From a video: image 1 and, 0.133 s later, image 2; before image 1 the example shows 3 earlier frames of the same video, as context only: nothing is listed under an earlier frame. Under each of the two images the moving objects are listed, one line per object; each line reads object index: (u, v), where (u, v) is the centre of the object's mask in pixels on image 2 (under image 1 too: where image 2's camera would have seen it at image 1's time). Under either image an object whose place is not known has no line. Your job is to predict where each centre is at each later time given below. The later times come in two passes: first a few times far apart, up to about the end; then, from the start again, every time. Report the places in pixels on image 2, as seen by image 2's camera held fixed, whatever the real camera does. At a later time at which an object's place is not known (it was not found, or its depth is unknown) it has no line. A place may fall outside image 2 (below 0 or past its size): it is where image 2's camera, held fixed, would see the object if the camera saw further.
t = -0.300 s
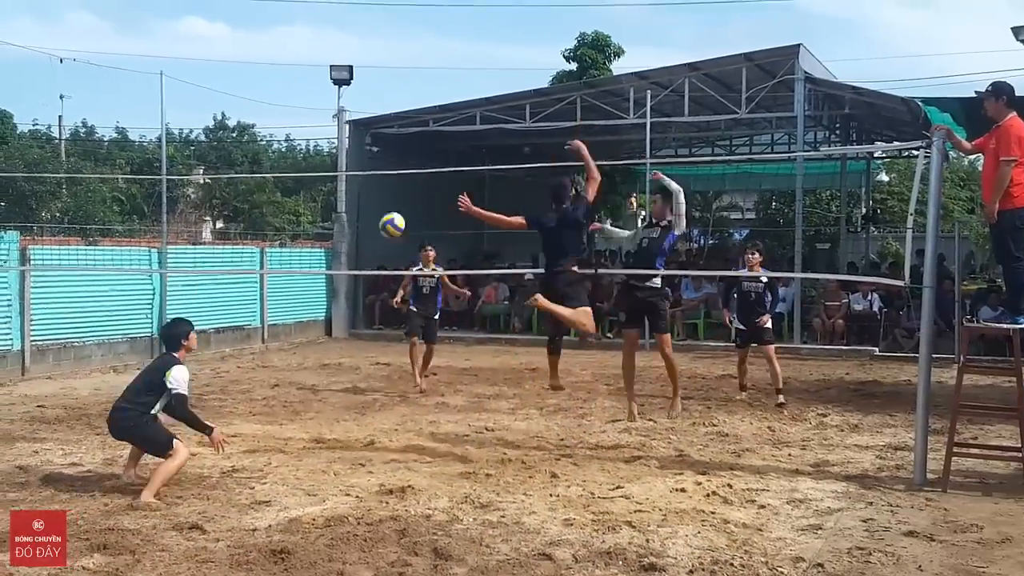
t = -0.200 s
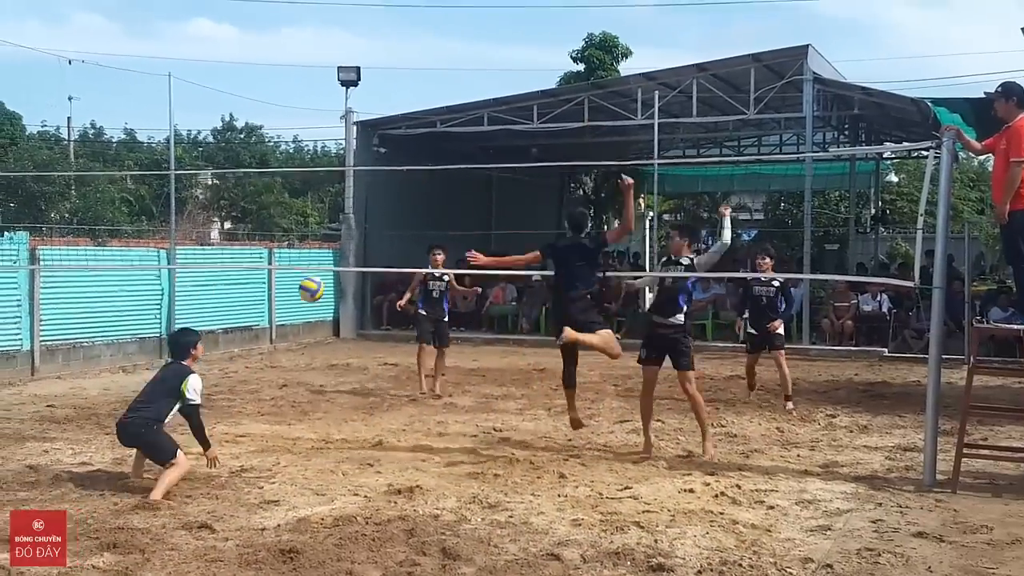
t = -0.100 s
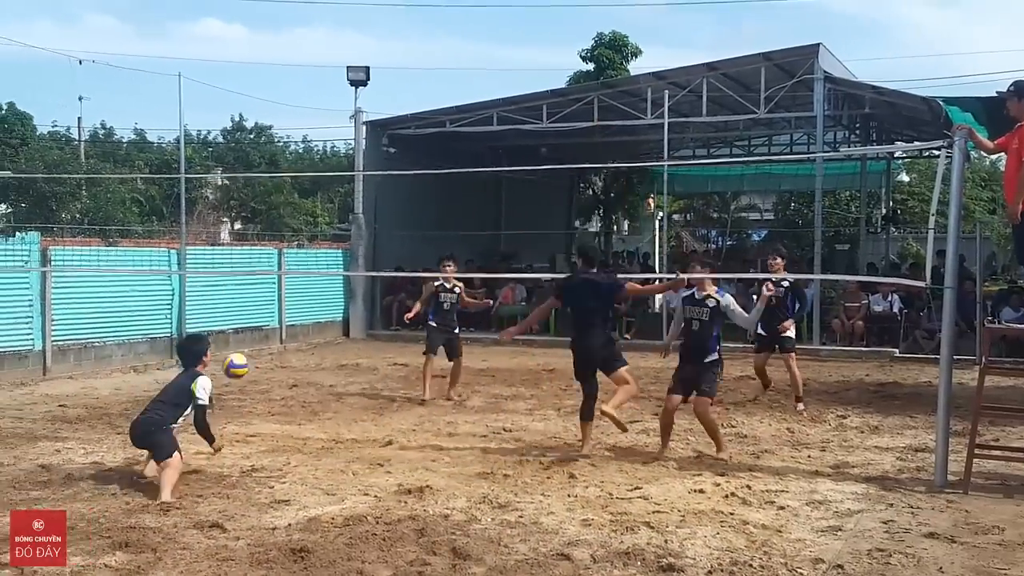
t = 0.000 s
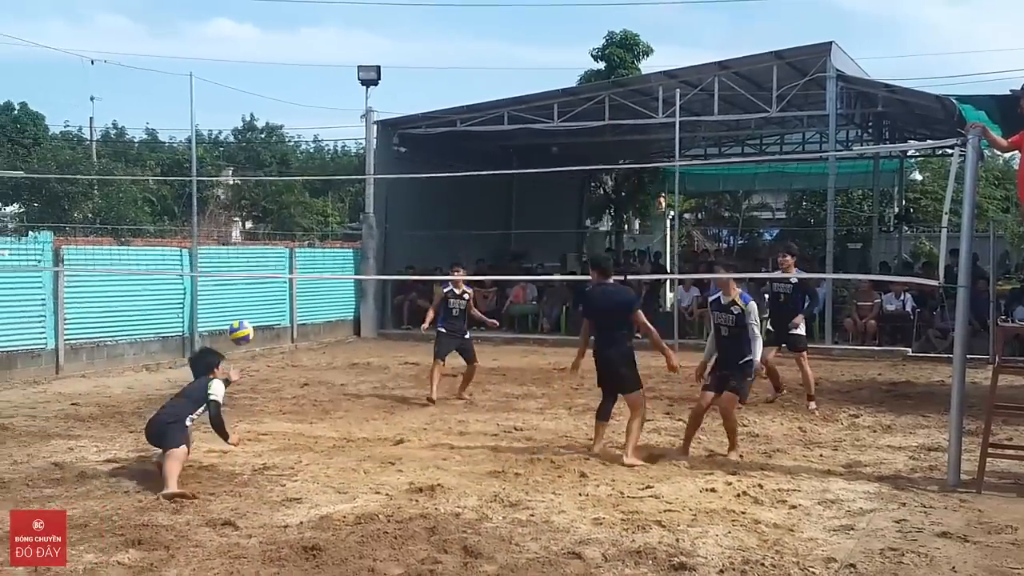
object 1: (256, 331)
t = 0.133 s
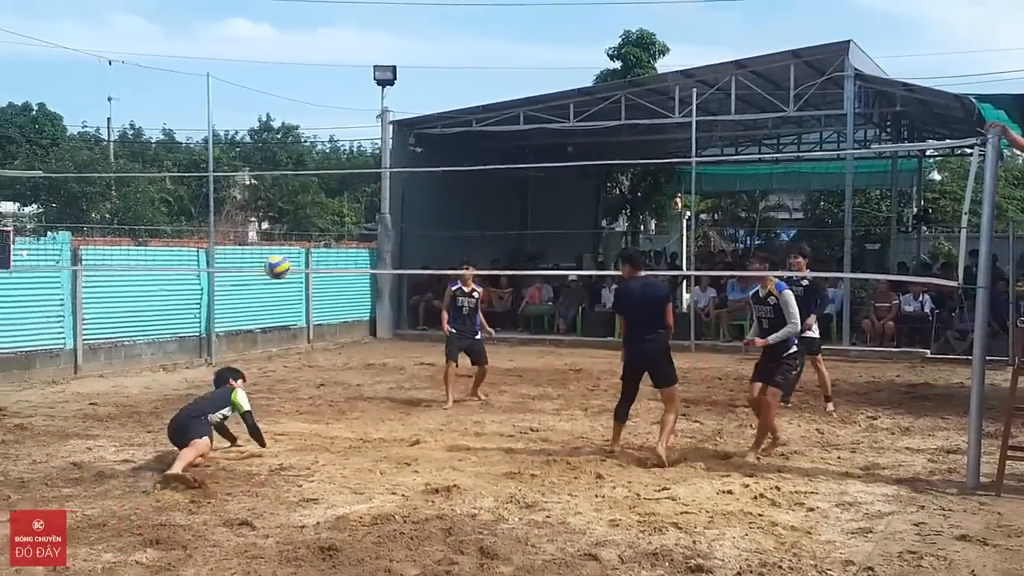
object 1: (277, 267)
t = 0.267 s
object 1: (298, 220)
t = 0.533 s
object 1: (344, 191)
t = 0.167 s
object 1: (282, 252)
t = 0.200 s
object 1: (287, 241)
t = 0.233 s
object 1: (293, 230)
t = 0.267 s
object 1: (298, 220)
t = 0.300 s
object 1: (303, 213)
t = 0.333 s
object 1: (309, 206)
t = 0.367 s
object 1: (314, 199)
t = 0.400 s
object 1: (320, 194)
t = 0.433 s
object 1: (325, 191)
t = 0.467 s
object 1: (331, 190)
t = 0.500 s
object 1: (337, 191)
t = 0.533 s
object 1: (344, 191)
